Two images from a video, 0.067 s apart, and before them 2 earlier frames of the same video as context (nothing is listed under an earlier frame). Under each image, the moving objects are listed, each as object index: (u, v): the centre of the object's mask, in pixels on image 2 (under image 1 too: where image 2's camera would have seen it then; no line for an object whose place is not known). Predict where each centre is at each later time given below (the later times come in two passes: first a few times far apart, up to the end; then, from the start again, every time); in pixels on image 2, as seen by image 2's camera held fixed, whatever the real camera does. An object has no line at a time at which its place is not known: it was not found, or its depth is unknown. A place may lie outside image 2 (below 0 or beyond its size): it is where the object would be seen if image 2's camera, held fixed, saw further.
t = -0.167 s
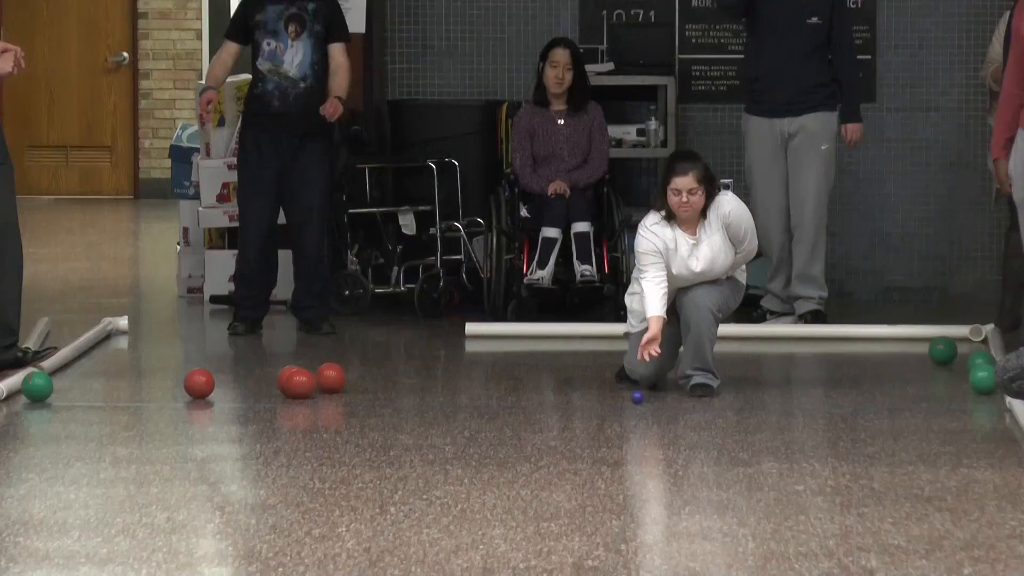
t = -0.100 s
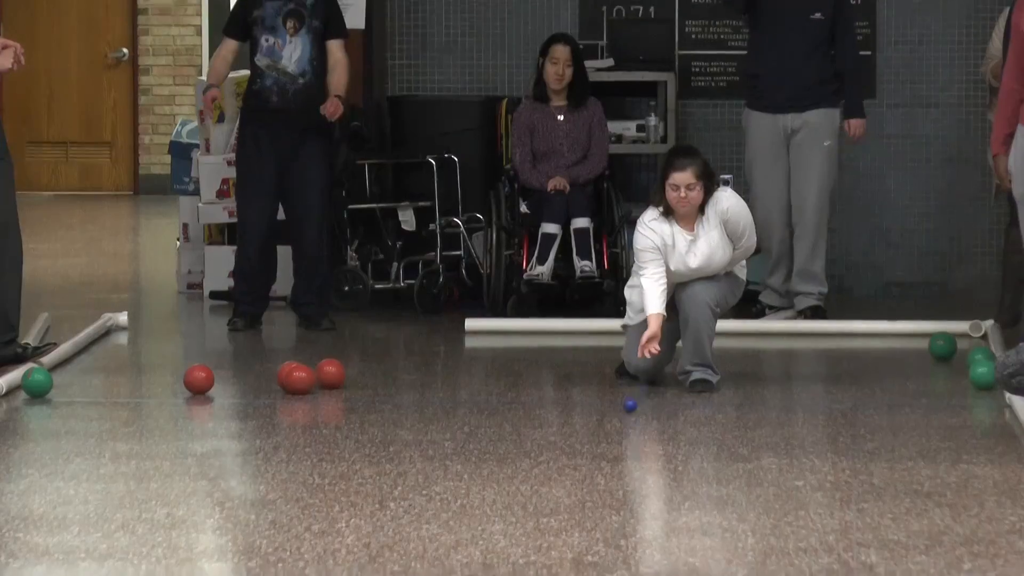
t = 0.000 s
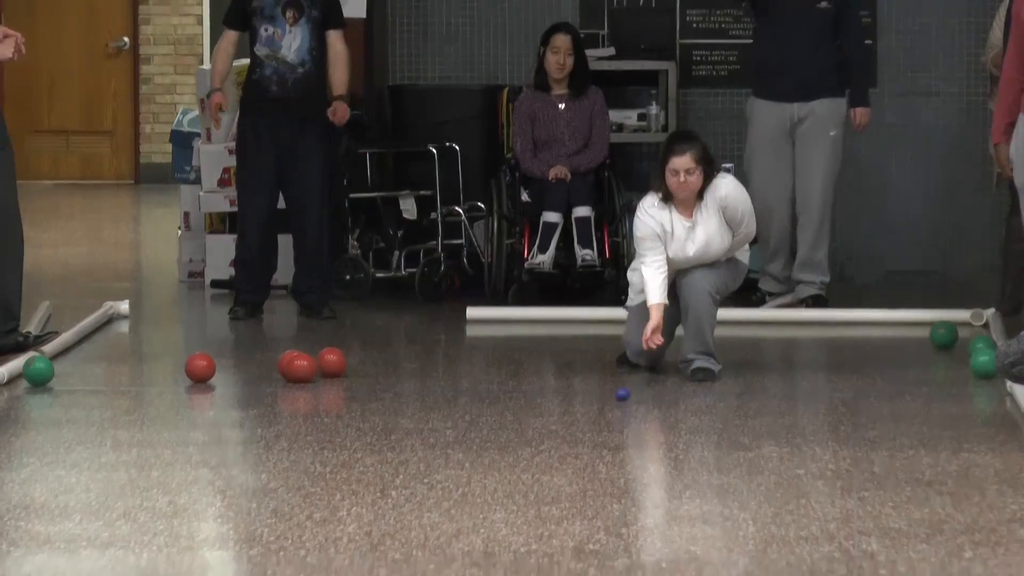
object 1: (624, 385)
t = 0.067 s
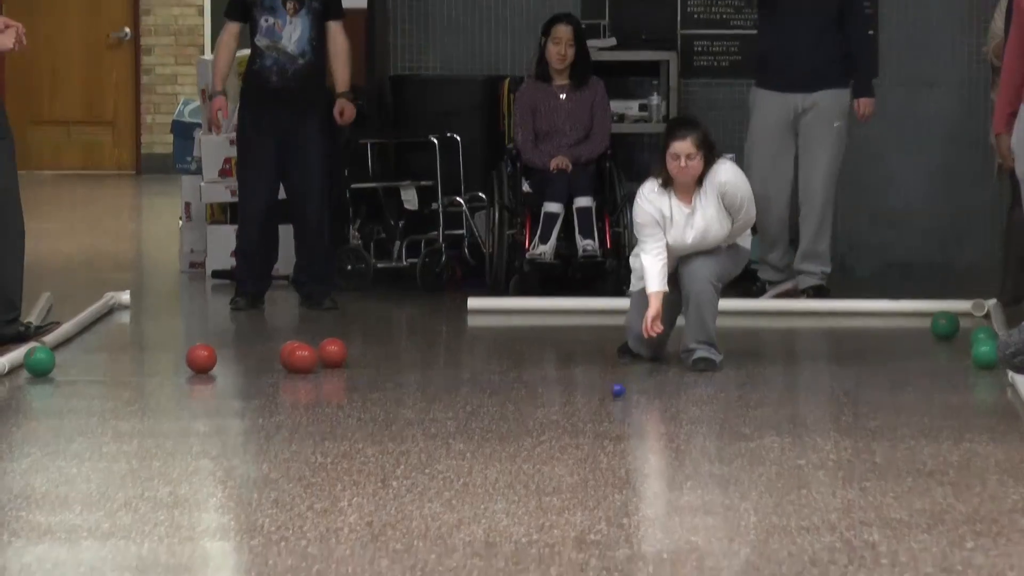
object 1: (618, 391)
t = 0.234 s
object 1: (600, 402)
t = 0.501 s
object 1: (572, 417)
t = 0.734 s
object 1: (536, 437)
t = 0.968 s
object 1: (472, 479)
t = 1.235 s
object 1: (413, 531)
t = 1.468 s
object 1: (370, 579)
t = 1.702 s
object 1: (325, 631)
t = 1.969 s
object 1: (267, 692)
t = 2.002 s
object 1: (262, 700)
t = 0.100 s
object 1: (614, 391)
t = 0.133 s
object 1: (611, 397)
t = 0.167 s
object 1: (607, 399)
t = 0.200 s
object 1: (604, 401)
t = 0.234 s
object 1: (600, 402)
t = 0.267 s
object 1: (596, 405)
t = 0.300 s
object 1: (594, 406)
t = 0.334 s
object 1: (590, 408)
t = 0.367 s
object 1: (586, 410)
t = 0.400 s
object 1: (583, 412)
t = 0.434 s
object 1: (579, 414)
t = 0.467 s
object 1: (576, 416)
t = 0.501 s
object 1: (572, 417)
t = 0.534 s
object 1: (568, 420)
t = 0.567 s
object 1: (565, 422)
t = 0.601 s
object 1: (561, 424)
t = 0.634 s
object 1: (557, 426)
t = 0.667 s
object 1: (556, 426)
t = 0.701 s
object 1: (545, 433)
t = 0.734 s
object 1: (536, 437)
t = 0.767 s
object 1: (525, 443)
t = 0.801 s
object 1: (516, 449)
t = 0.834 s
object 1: (506, 456)
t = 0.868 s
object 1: (497, 461)
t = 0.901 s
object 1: (488, 468)
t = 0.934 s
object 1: (480, 474)
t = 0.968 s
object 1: (472, 479)
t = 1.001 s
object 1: (465, 486)
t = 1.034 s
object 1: (456, 492)
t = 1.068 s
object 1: (449, 498)
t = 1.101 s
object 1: (442, 504)
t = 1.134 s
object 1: (435, 511)
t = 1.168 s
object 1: (427, 518)
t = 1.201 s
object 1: (420, 525)
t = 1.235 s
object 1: (413, 531)
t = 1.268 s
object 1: (407, 538)
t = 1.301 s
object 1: (400, 545)
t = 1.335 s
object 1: (394, 552)
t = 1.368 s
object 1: (387, 559)
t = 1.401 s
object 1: (382, 565)
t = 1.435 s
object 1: (376, 572)
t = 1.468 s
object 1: (370, 579)
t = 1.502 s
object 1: (363, 587)
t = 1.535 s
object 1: (358, 593)
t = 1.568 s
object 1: (351, 601)
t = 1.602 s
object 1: (345, 608)
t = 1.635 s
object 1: (338, 616)
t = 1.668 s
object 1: (333, 623)
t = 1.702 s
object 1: (325, 631)
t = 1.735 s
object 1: (319, 637)
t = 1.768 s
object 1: (312, 646)
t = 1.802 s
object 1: (305, 653)
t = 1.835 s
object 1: (297, 661)
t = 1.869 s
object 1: (290, 668)
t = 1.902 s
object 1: (282, 677)
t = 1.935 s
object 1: (275, 684)
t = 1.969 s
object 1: (267, 692)
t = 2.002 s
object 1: (262, 700)
